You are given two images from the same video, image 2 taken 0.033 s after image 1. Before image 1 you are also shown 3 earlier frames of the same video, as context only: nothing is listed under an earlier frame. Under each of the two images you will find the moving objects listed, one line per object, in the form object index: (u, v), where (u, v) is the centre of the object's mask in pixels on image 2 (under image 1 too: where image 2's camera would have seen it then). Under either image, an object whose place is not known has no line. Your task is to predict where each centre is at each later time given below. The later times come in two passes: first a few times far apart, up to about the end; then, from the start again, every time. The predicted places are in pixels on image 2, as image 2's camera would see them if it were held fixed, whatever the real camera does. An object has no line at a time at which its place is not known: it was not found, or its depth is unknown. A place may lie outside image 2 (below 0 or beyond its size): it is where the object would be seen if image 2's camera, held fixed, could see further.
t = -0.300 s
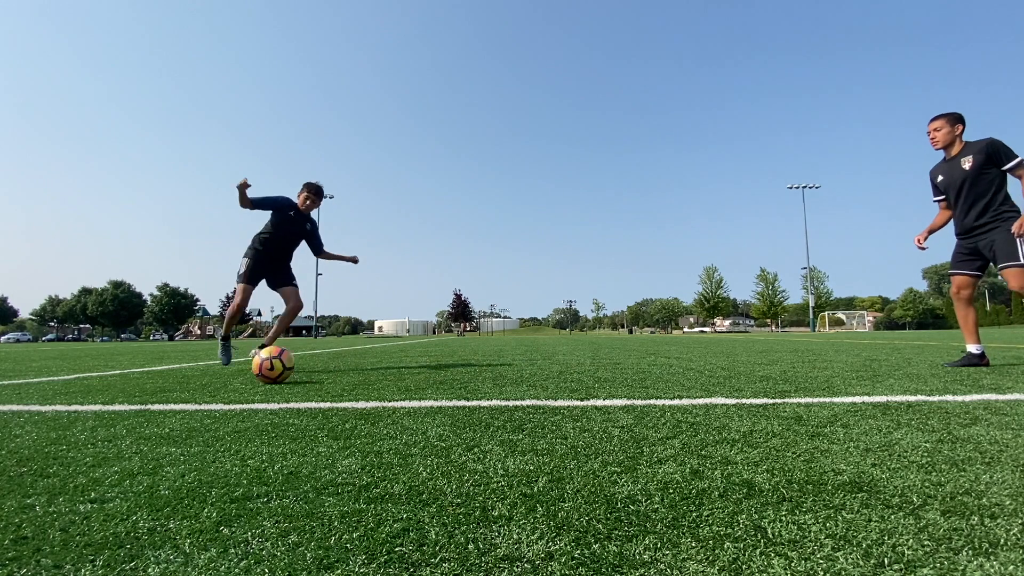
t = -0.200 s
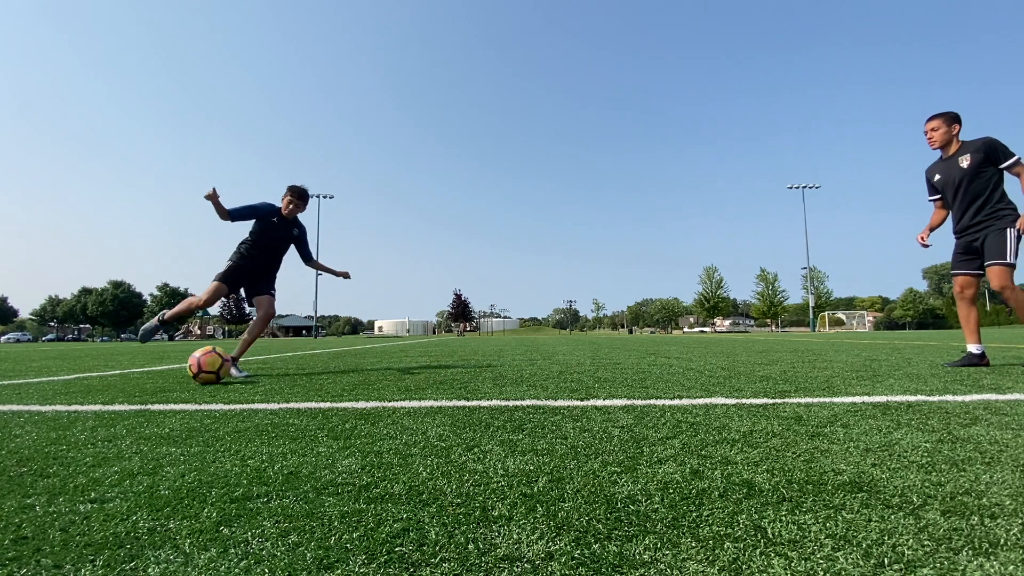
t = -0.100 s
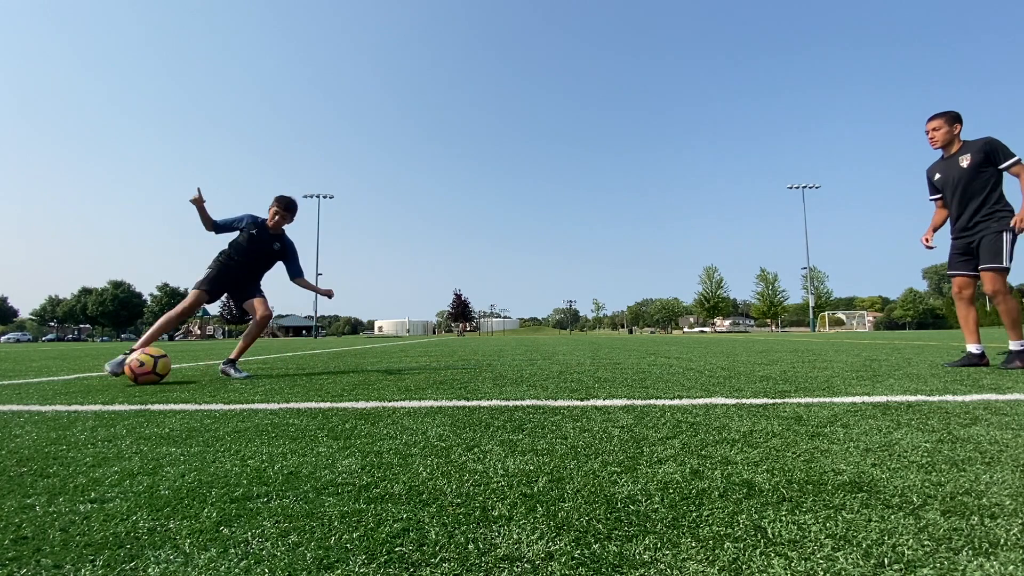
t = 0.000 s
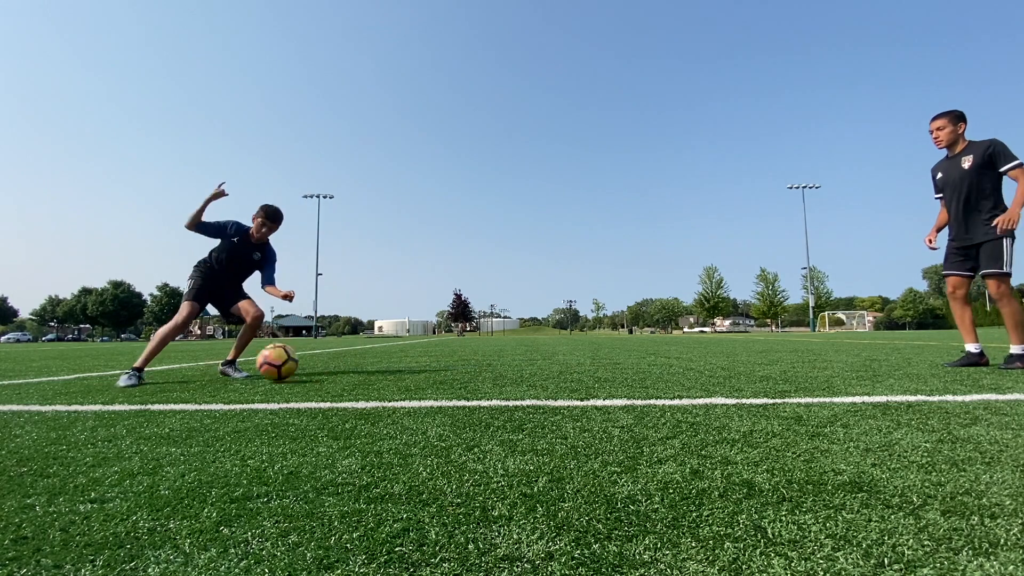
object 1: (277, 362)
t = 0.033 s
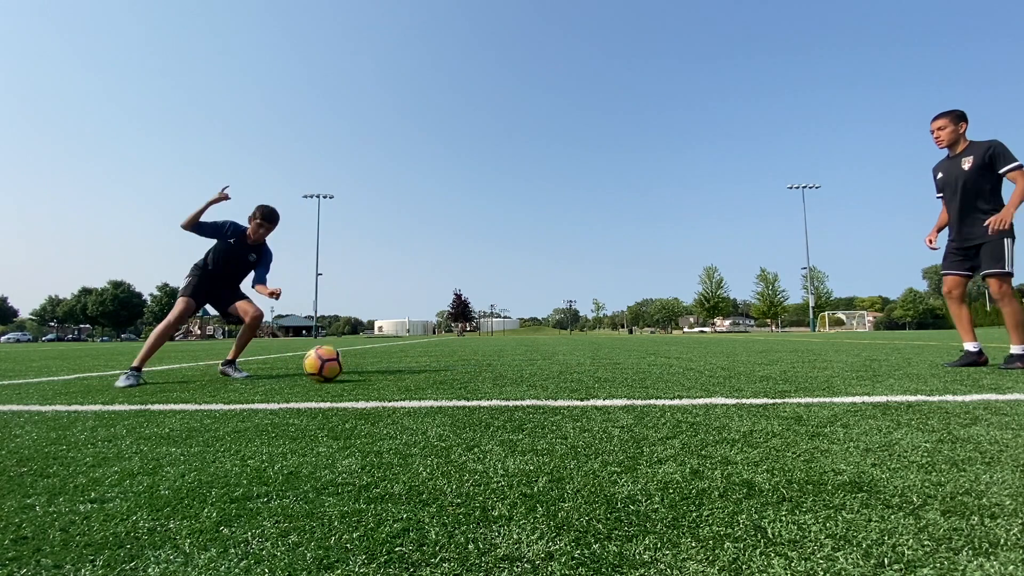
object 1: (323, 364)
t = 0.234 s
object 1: (551, 360)
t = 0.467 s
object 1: (744, 356)
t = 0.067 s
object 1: (366, 363)
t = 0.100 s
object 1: (405, 359)
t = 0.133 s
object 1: (443, 356)
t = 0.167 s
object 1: (479, 356)
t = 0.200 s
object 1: (516, 357)
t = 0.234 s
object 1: (551, 360)
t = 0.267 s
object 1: (581, 357)
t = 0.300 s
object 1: (611, 355)
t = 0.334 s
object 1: (640, 355)
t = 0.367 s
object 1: (670, 358)
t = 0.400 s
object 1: (696, 357)
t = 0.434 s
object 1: (721, 356)
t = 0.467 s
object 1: (744, 356)
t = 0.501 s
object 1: (766, 356)
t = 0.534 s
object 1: (786, 354)
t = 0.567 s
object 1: (807, 354)
